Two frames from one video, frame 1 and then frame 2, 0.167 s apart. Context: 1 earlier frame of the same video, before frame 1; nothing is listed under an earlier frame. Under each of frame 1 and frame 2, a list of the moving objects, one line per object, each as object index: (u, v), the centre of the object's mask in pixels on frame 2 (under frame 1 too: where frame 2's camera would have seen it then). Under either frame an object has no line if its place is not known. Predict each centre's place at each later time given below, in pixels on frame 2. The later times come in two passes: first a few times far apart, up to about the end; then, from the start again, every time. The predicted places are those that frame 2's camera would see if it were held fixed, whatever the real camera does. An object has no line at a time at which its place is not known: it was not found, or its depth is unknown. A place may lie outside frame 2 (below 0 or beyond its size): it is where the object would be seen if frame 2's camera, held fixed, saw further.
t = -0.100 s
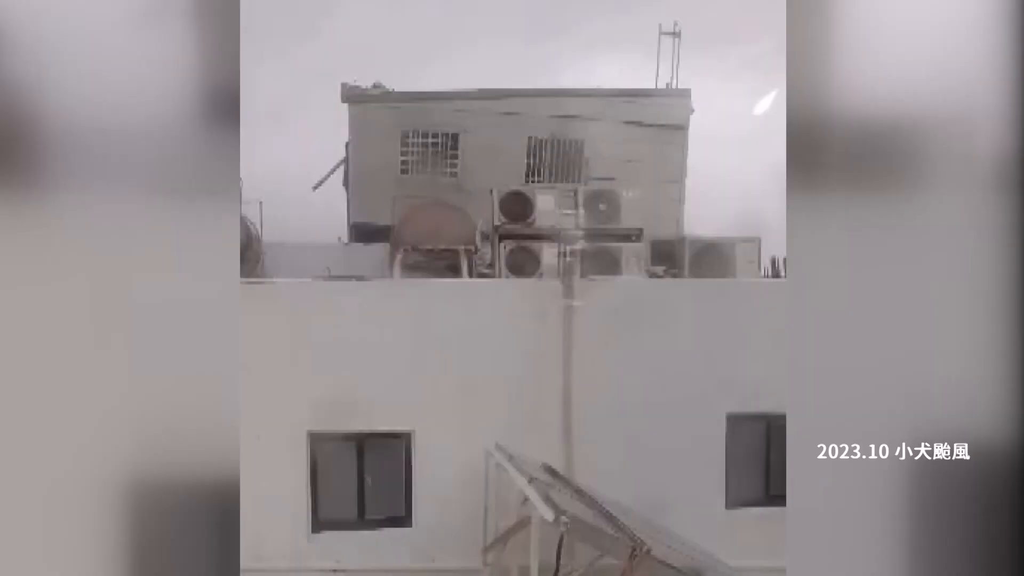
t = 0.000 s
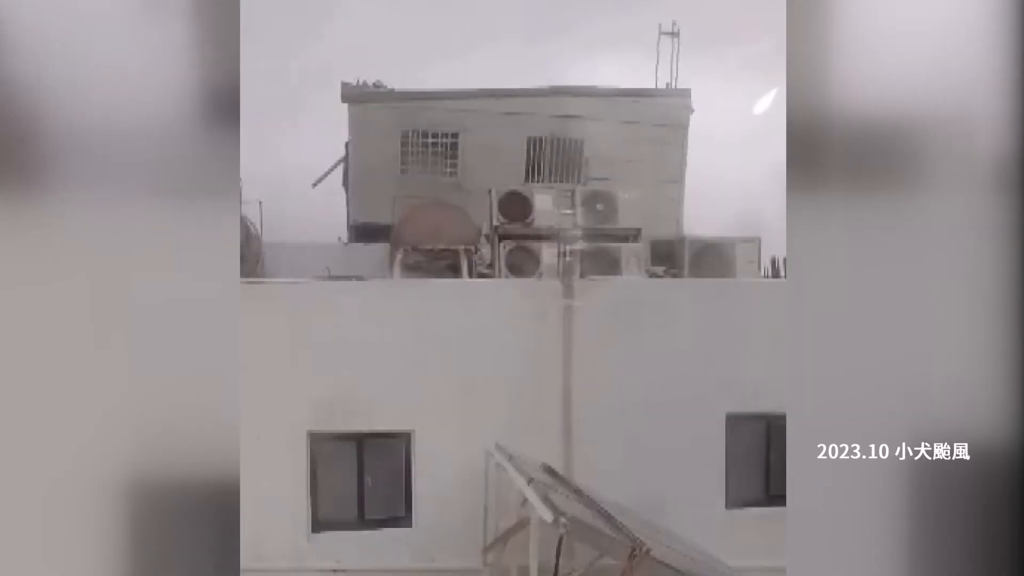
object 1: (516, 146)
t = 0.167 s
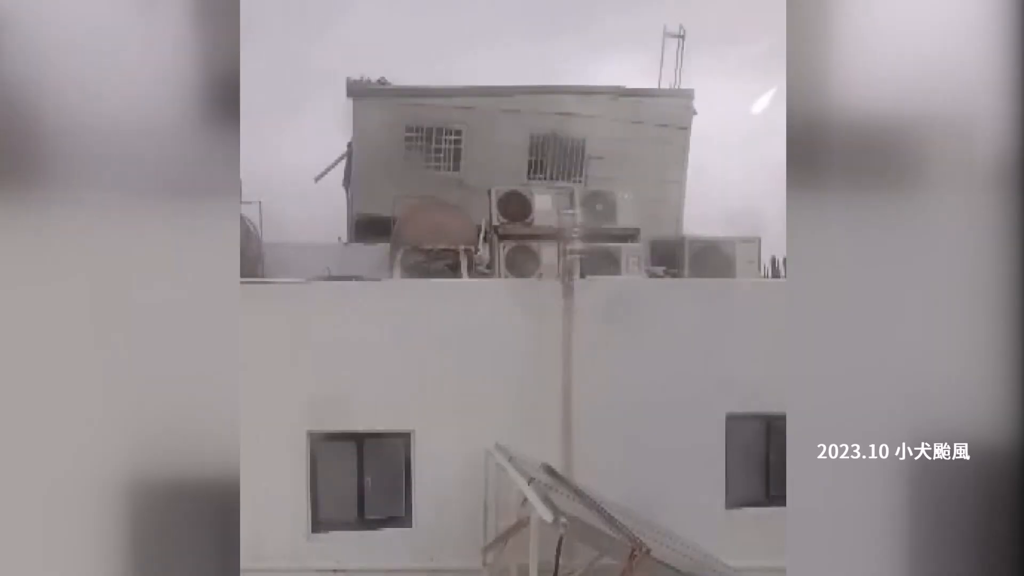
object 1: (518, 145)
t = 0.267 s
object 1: (517, 144)
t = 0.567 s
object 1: (512, 136)
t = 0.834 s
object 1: (515, 124)
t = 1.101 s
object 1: (517, 124)
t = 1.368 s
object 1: (512, 118)
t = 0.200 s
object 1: (518, 145)
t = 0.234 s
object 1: (518, 144)
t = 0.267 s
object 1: (517, 144)
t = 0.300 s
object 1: (516, 143)
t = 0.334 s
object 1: (515, 142)
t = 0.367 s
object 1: (514, 141)
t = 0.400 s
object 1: (514, 140)
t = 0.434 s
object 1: (513, 139)
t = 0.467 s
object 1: (512, 138)
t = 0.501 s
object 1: (512, 137)
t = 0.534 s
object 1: (512, 136)
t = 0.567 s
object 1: (512, 136)
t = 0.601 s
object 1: (517, 132)
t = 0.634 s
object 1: (524, 126)
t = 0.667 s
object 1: (517, 129)
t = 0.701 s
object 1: (517, 129)
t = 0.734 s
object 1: (516, 129)
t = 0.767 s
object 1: (515, 129)
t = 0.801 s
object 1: (513, 125)
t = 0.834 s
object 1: (515, 124)
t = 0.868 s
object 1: (517, 125)
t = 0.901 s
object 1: (517, 125)
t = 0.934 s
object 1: (518, 124)
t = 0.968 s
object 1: (520, 122)
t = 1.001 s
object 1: (519, 124)
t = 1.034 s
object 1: (518, 125)
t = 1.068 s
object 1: (517, 125)
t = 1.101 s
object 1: (517, 124)
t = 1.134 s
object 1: (518, 124)
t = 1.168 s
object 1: (518, 124)
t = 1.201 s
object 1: (520, 123)
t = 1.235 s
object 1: (514, 122)
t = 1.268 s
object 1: (513, 121)
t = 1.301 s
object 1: (511, 120)
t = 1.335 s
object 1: (511, 119)
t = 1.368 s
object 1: (512, 118)
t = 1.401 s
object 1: (512, 117)
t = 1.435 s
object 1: (512, 115)
